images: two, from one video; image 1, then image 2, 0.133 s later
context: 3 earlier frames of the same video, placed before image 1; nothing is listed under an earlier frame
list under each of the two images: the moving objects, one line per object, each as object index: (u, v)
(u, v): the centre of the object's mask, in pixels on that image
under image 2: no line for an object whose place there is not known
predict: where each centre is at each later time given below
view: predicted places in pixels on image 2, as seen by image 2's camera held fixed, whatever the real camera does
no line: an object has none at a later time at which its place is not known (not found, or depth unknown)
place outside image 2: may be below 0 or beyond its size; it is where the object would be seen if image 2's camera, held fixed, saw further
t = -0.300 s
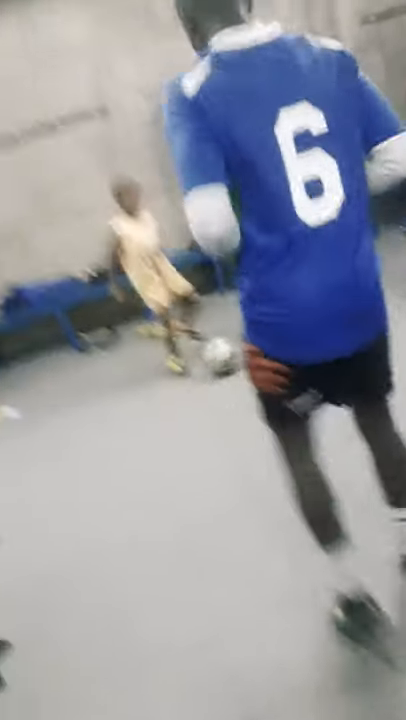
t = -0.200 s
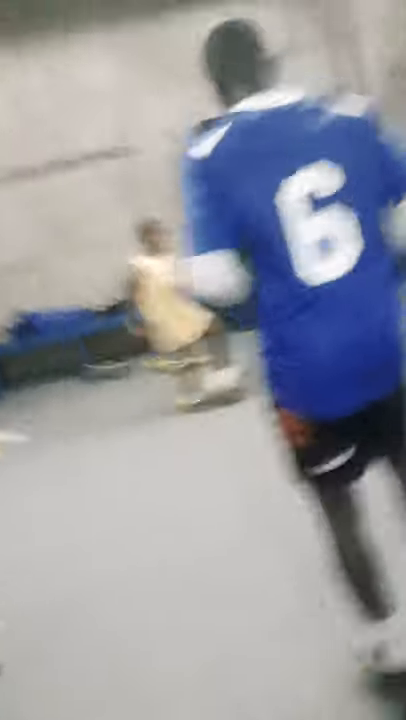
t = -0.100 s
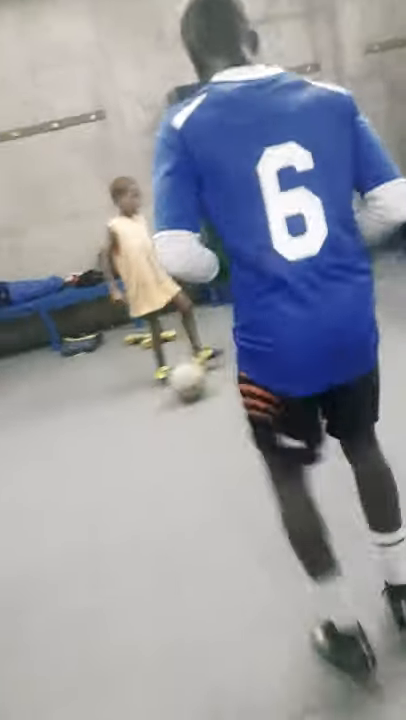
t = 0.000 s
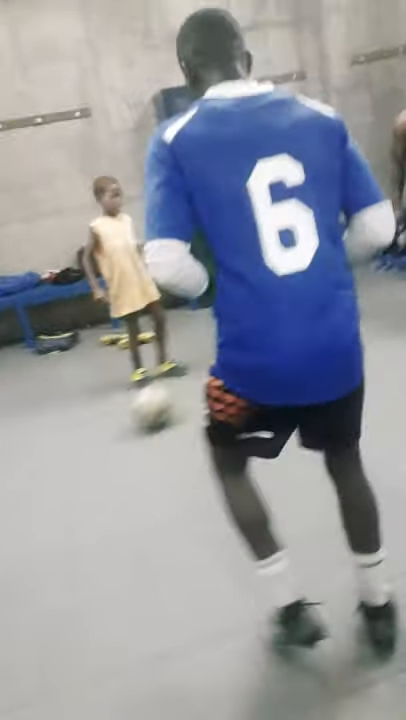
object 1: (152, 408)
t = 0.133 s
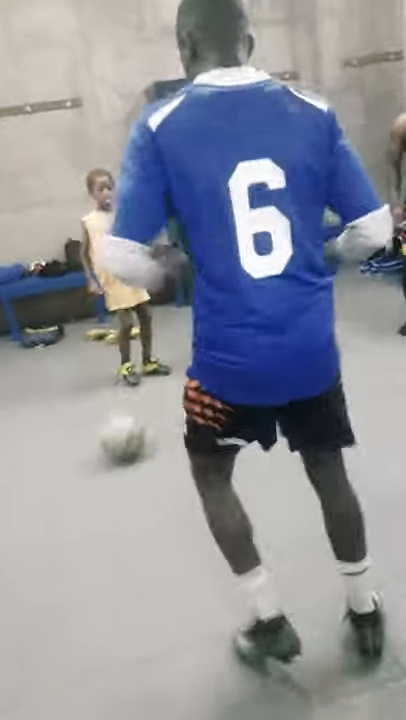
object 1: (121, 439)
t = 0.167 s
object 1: (119, 447)
